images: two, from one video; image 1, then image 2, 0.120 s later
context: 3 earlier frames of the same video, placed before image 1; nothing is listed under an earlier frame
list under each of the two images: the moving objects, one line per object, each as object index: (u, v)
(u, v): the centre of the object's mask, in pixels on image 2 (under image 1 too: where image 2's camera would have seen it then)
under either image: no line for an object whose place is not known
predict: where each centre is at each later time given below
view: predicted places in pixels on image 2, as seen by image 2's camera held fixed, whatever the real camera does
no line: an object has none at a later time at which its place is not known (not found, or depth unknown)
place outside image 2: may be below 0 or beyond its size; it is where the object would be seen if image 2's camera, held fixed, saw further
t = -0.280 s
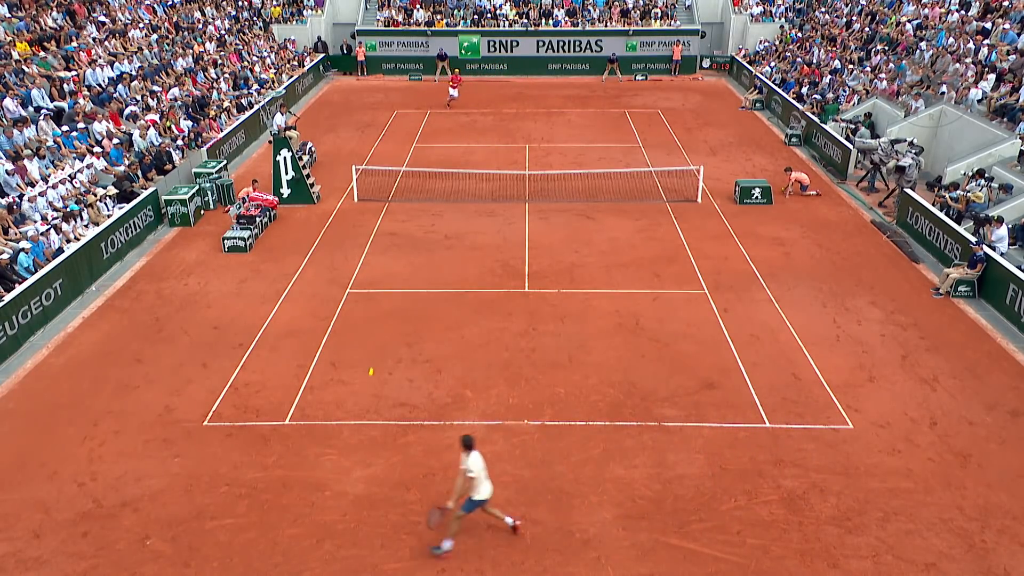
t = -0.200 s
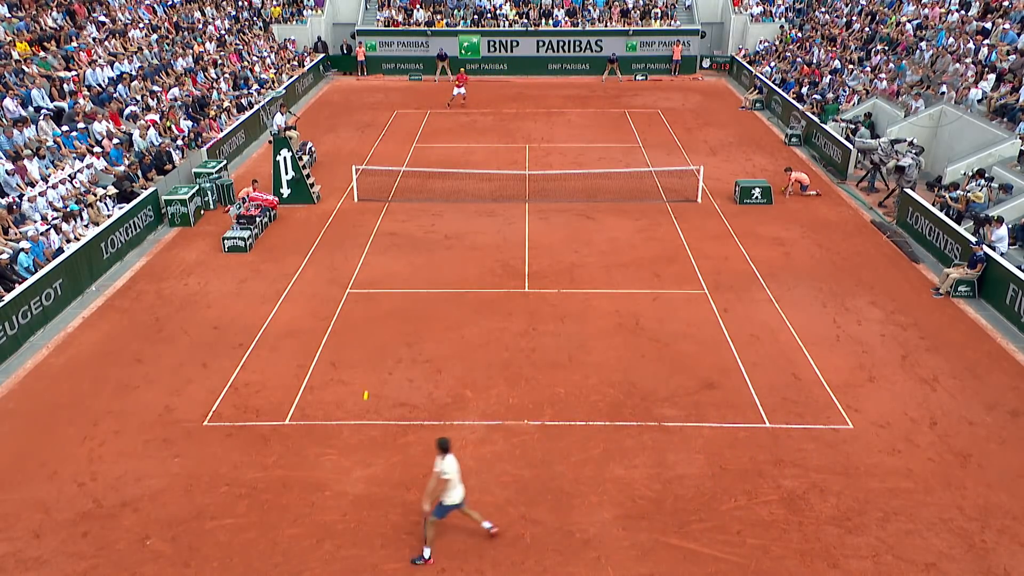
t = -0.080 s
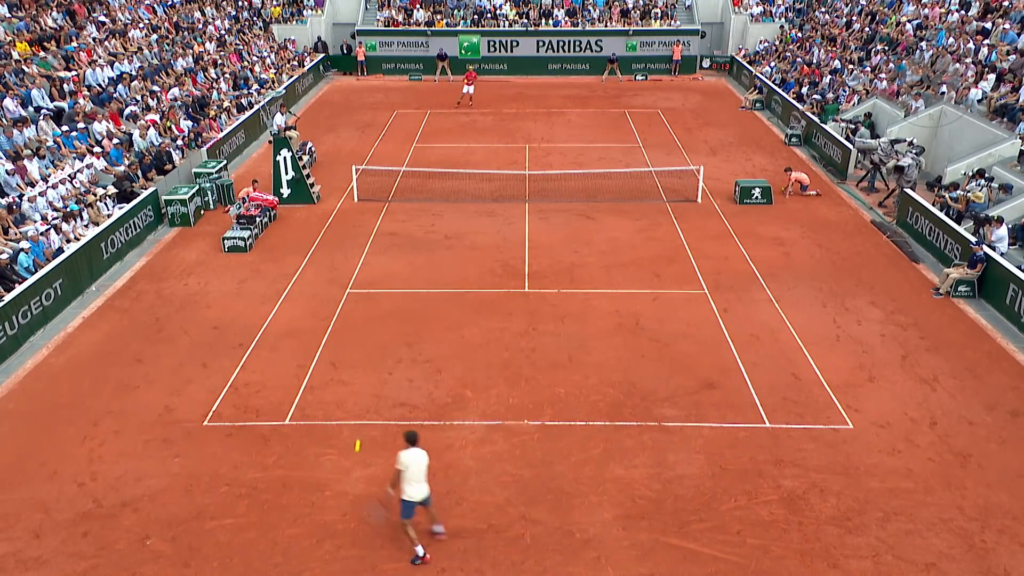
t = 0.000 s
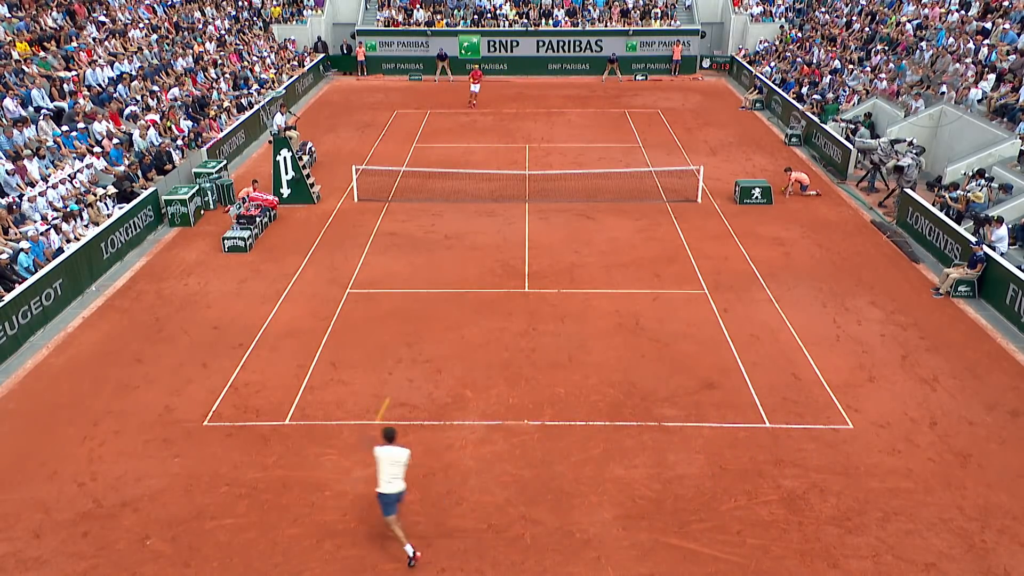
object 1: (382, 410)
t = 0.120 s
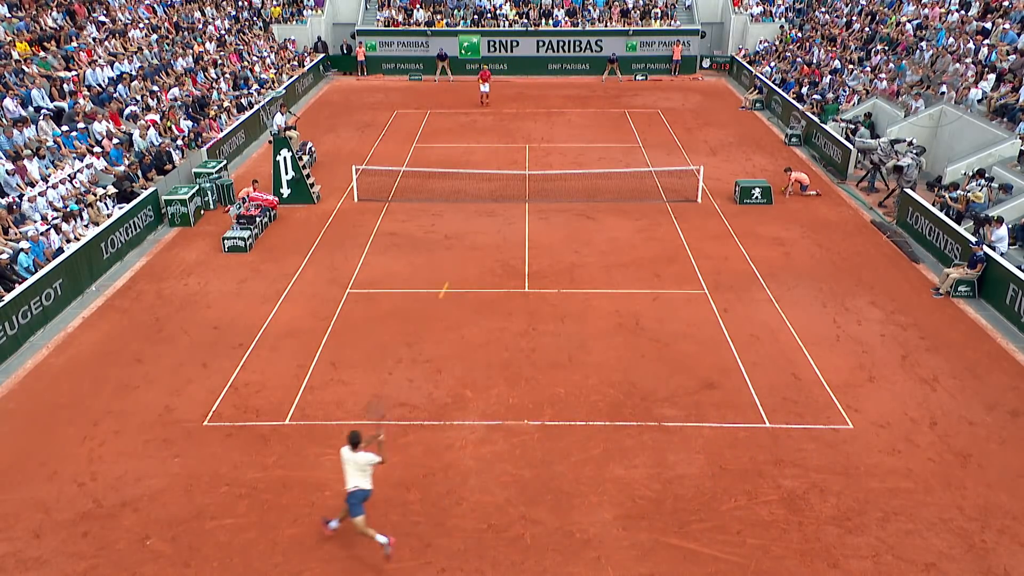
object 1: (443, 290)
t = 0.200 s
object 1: (471, 240)
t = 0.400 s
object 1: (517, 168)
